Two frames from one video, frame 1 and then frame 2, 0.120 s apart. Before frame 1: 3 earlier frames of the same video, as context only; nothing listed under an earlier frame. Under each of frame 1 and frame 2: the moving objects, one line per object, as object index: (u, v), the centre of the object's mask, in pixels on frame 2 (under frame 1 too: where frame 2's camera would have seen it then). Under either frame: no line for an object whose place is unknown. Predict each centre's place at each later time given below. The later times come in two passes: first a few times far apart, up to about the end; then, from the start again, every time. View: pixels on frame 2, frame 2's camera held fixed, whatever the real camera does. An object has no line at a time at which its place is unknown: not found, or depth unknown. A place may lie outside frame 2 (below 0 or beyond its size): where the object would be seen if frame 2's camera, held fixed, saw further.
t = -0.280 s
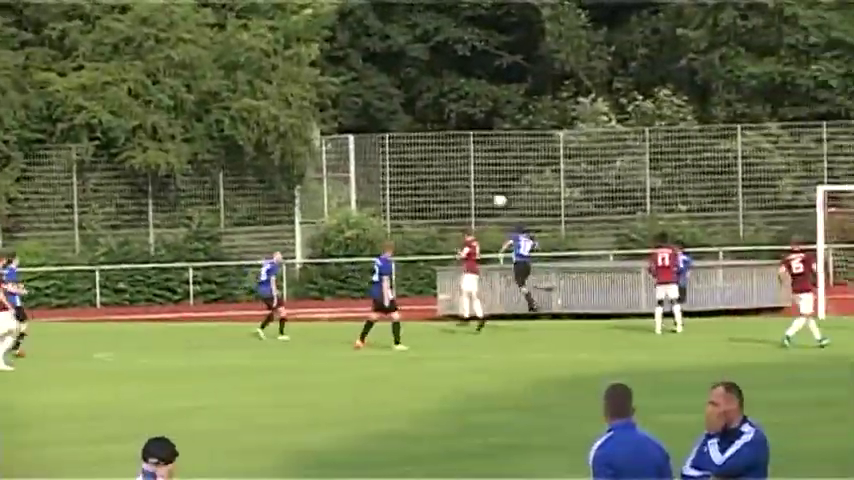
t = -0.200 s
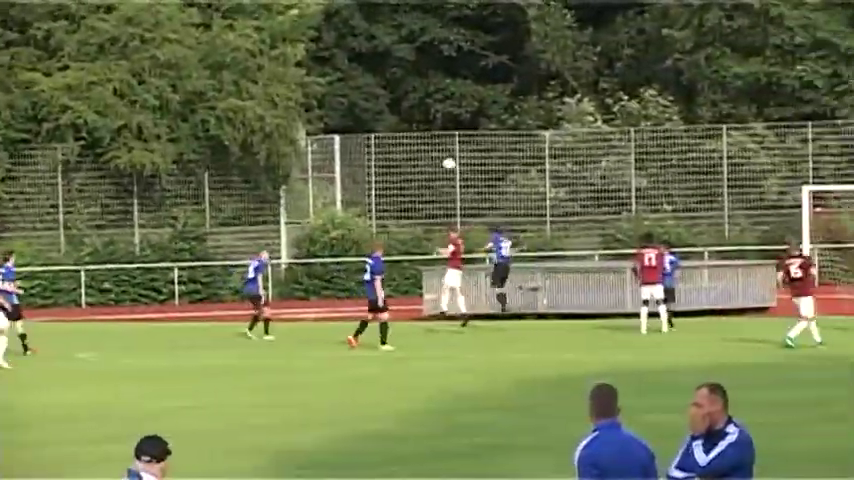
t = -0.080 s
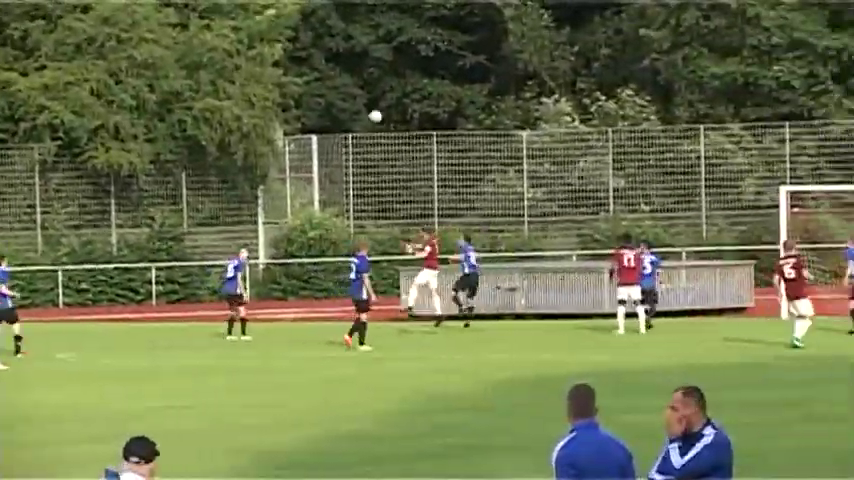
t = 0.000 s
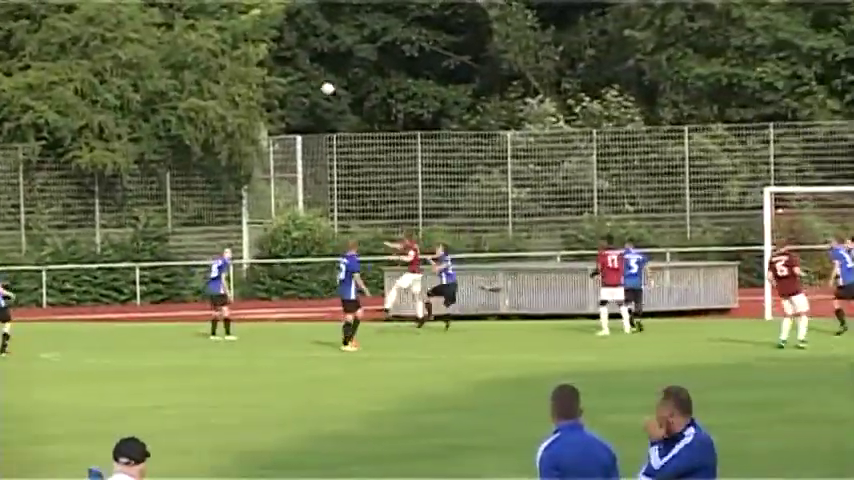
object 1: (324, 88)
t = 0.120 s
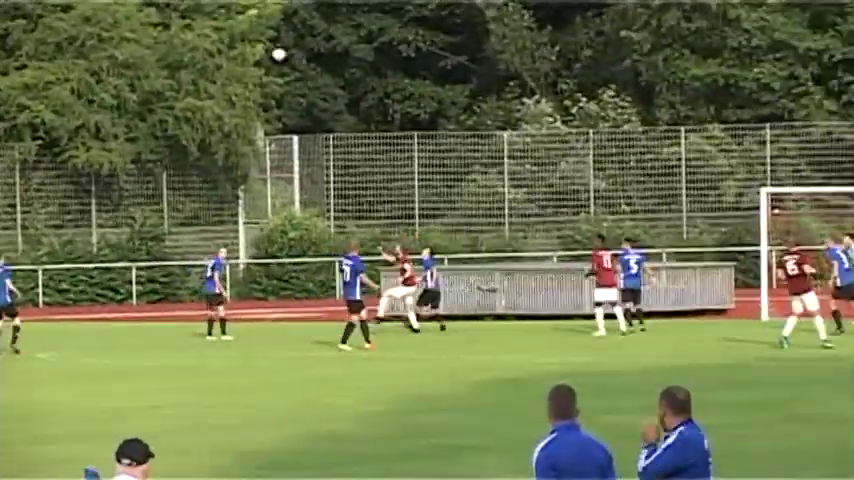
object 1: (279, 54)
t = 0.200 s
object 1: (249, 36)
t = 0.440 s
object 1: (170, 4)
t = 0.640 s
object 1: (111, 3)
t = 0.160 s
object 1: (264, 45)
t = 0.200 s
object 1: (249, 36)
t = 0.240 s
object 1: (235, 28)
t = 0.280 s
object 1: (222, 21)
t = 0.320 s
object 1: (209, 15)
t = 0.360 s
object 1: (195, 10)
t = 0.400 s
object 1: (183, 6)
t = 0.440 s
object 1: (170, 4)
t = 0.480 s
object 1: (159, 3)
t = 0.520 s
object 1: (147, 2)
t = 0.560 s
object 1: (136, 1)
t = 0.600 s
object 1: (123, 2)
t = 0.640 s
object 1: (111, 3)
